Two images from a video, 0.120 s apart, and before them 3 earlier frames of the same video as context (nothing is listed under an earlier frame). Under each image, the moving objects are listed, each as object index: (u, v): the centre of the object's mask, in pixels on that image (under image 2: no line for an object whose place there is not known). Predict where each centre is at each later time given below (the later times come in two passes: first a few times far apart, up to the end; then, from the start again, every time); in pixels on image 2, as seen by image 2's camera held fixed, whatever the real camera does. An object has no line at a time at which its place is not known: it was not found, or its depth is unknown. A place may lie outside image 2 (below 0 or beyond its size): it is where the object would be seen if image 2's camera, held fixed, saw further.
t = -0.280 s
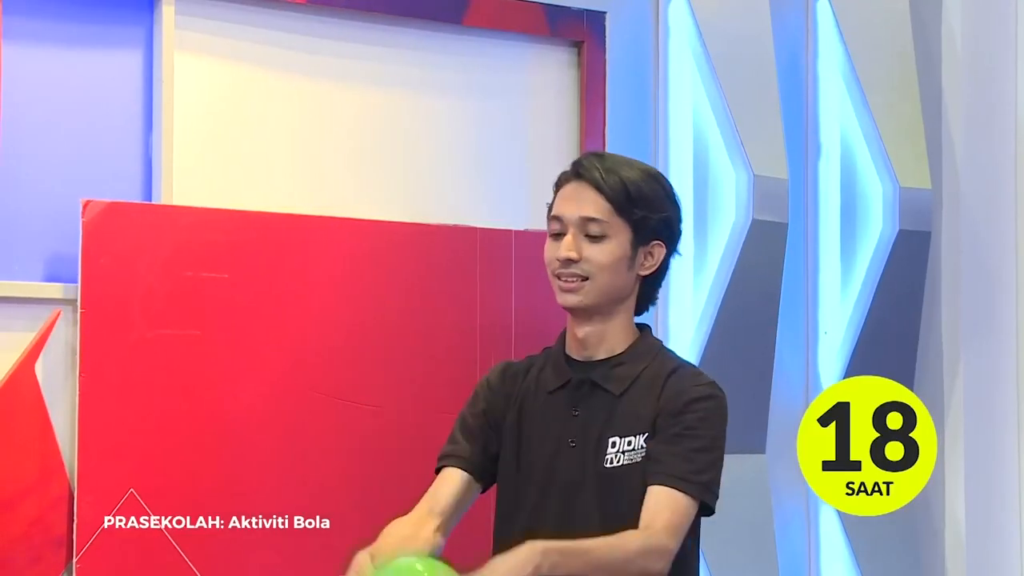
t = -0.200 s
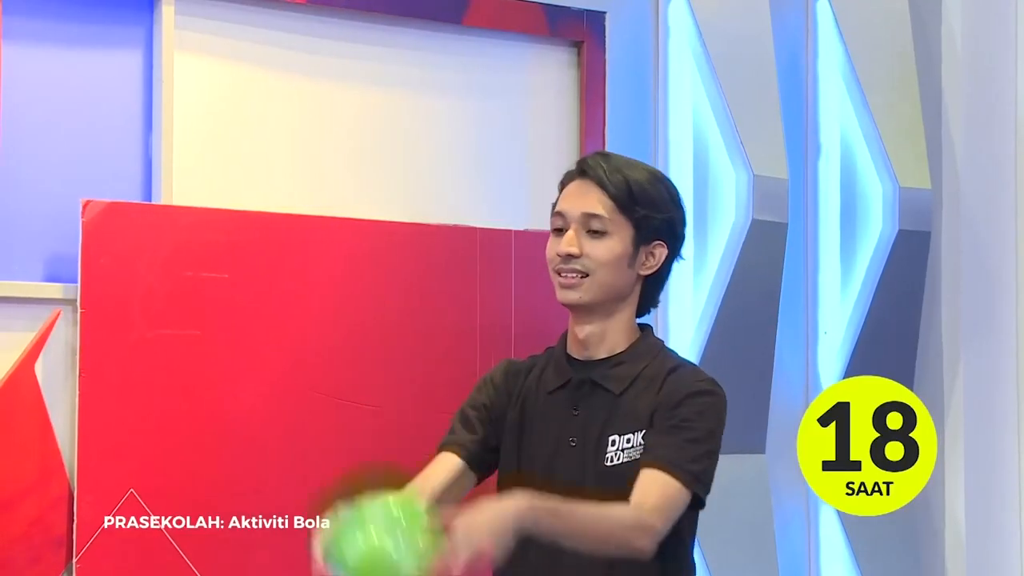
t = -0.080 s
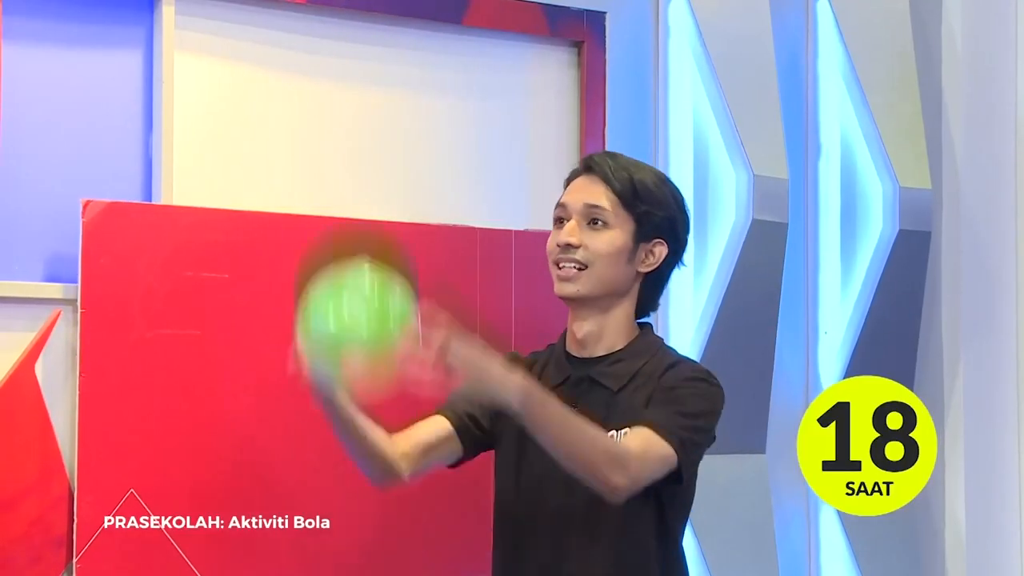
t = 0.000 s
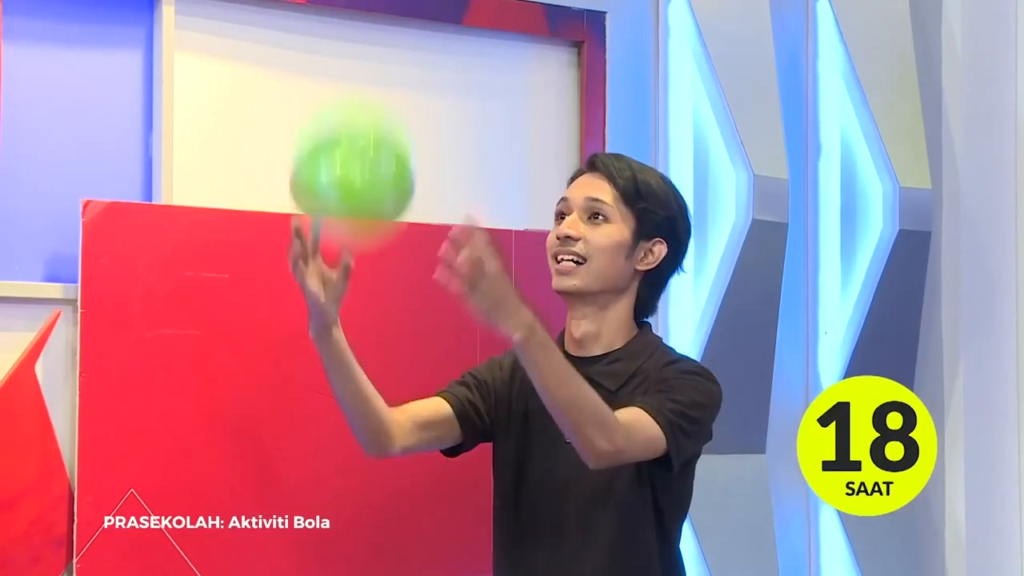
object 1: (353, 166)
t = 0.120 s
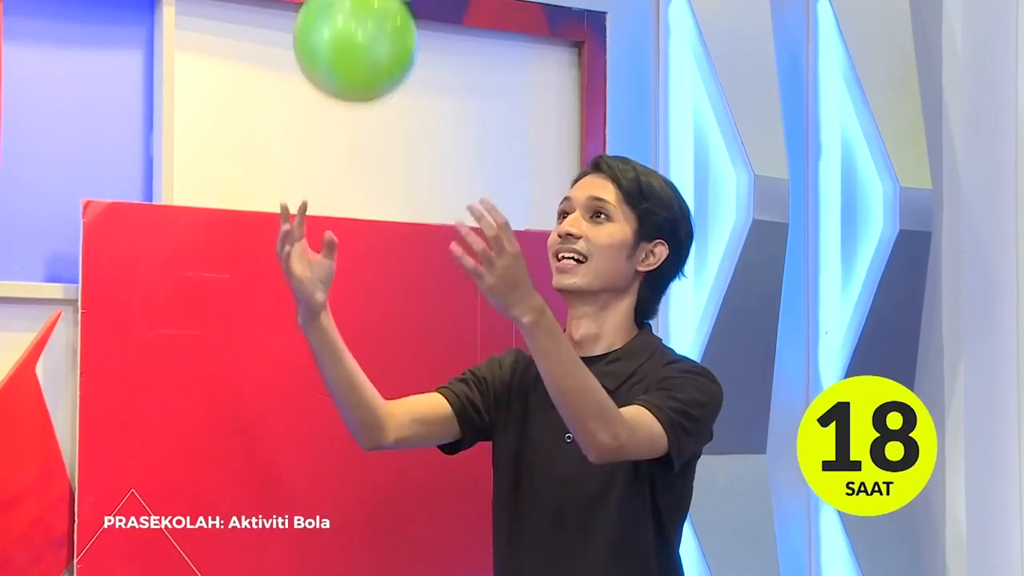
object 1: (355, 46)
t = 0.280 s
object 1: (348, 26)
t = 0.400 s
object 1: (352, 69)
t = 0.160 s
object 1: (355, 35)
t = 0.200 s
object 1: (353, 29)
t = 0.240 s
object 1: (350, 26)
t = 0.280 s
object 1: (348, 26)
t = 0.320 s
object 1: (349, 31)
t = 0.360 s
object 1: (350, 45)
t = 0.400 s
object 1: (352, 69)
